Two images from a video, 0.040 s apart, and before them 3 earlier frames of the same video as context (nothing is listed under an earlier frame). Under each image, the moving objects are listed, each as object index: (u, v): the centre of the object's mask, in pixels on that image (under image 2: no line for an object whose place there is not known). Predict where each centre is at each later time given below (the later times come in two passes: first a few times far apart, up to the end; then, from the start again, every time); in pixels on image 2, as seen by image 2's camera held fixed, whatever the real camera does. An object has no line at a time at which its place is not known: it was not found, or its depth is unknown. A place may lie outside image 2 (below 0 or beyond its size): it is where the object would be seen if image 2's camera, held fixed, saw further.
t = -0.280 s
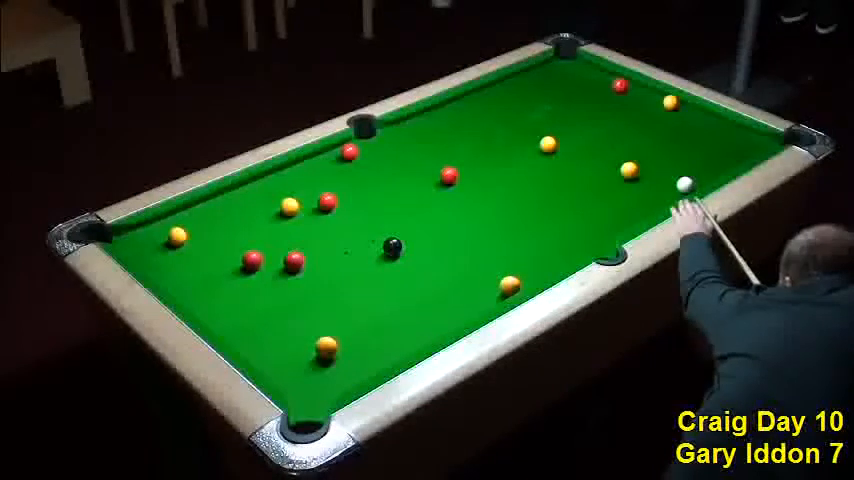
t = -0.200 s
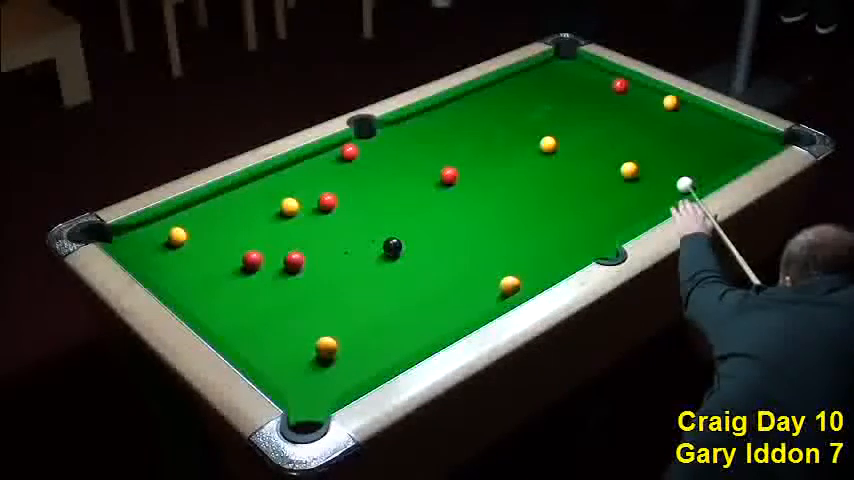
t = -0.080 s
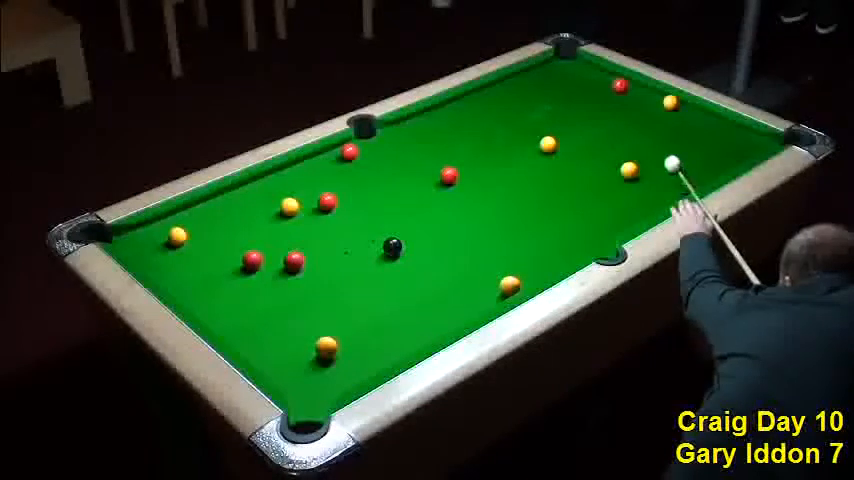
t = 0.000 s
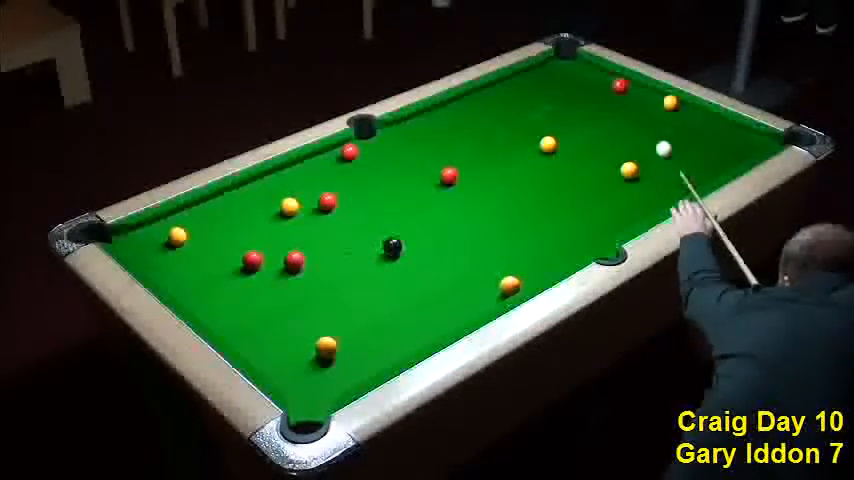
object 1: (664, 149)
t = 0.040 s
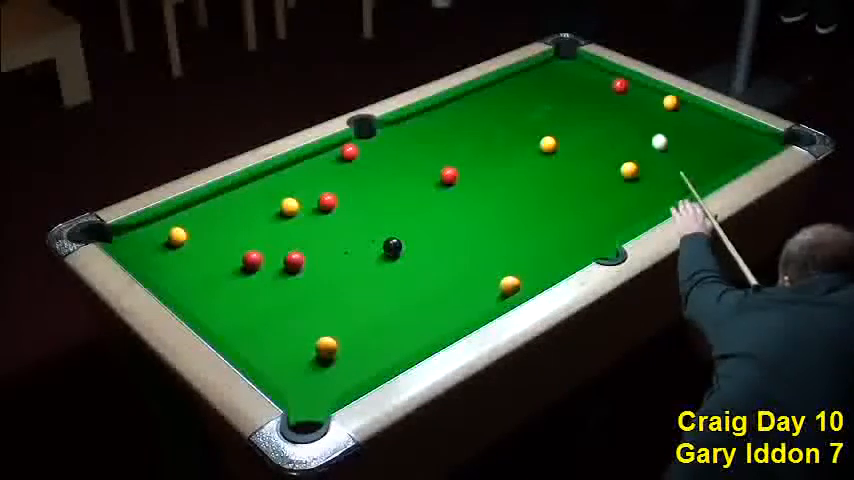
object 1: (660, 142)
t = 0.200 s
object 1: (644, 116)
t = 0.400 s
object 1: (632, 90)
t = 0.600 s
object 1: (631, 87)
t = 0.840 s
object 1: (612, 91)
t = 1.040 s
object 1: (597, 94)
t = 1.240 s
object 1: (583, 98)
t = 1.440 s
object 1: (569, 100)
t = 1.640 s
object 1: (556, 103)
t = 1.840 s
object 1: (544, 106)
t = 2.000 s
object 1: (534, 108)
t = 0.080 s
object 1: (656, 136)
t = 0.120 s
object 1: (652, 129)
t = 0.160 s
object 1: (648, 122)
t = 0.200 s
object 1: (644, 116)
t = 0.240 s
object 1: (640, 110)
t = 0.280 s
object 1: (636, 103)
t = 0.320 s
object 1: (632, 98)
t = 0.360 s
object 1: (629, 92)
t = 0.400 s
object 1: (632, 90)
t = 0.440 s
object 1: (635, 88)
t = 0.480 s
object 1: (638, 86)
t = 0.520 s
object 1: (638, 86)
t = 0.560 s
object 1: (634, 86)
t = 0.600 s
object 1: (631, 87)
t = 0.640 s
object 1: (628, 88)
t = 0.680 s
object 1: (625, 89)
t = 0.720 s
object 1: (621, 89)
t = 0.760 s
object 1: (618, 90)
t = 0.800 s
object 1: (615, 90)
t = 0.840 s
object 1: (612, 91)
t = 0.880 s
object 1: (609, 92)
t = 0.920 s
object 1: (606, 92)
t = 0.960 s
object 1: (603, 93)
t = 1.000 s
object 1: (600, 94)
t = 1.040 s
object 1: (597, 94)
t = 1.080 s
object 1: (594, 95)
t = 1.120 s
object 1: (591, 96)
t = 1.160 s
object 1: (589, 96)
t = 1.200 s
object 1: (586, 97)
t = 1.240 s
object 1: (583, 98)
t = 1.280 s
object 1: (580, 98)
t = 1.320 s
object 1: (577, 99)
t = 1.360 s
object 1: (575, 99)
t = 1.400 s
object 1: (572, 100)
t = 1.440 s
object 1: (569, 100)
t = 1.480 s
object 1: (567, 101)
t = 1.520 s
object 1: (564, 102)
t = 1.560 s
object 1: (561, 102)
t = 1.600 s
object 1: (559, 103)
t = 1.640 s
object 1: (556, 103)
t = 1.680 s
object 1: (553, 104)
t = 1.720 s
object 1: (551, 104)
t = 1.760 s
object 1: (549, 105)
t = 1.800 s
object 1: (546, 105)
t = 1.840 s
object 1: (544, 106)
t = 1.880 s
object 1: (541, 106)
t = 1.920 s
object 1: (539, 106)
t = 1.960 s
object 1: (536, 107)
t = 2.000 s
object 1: (534, 108)
